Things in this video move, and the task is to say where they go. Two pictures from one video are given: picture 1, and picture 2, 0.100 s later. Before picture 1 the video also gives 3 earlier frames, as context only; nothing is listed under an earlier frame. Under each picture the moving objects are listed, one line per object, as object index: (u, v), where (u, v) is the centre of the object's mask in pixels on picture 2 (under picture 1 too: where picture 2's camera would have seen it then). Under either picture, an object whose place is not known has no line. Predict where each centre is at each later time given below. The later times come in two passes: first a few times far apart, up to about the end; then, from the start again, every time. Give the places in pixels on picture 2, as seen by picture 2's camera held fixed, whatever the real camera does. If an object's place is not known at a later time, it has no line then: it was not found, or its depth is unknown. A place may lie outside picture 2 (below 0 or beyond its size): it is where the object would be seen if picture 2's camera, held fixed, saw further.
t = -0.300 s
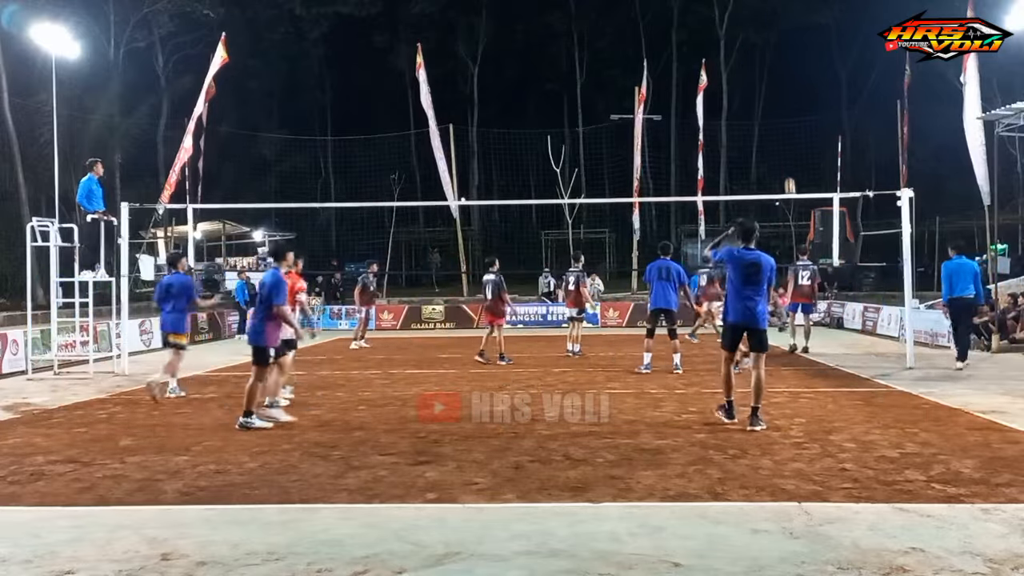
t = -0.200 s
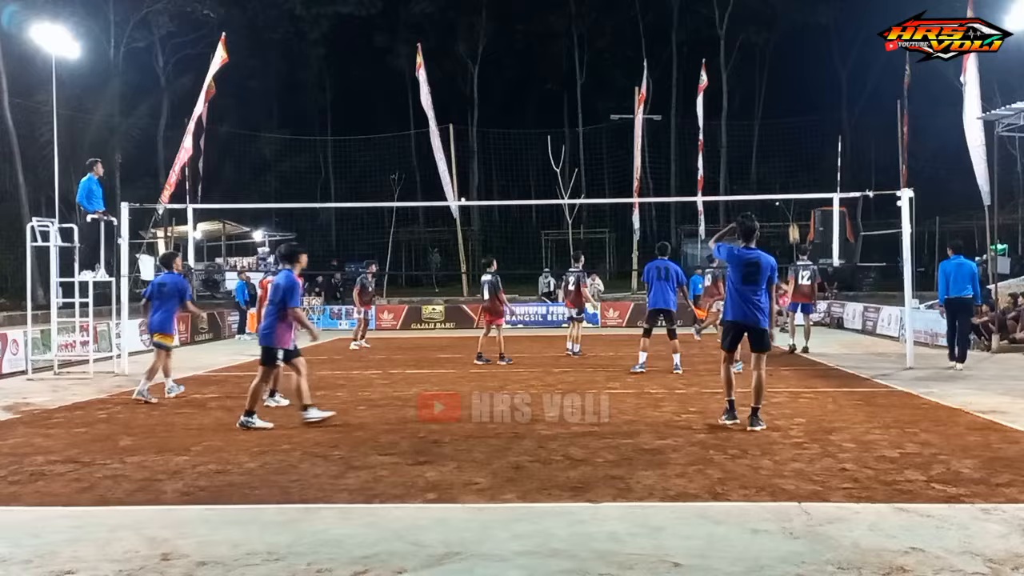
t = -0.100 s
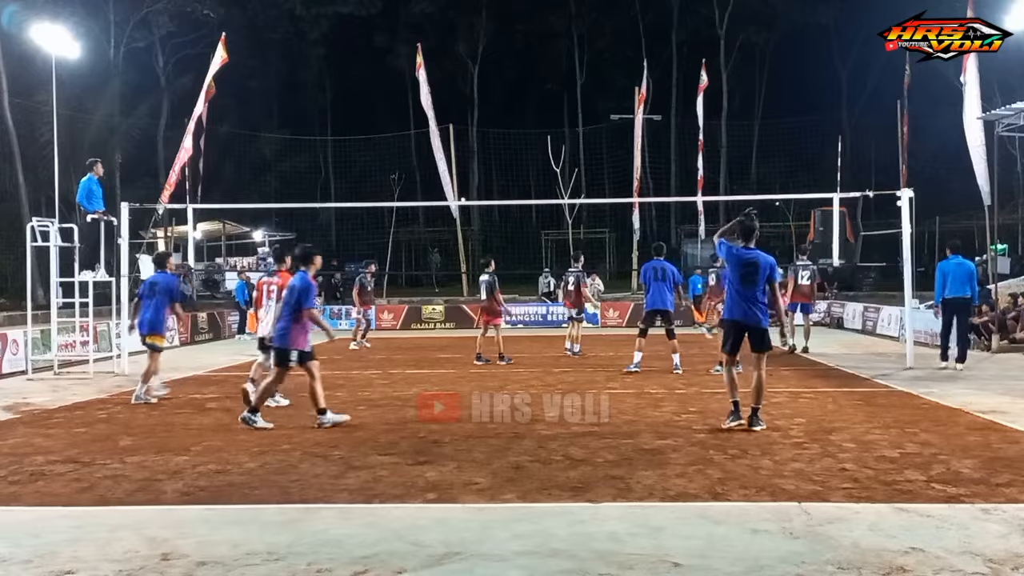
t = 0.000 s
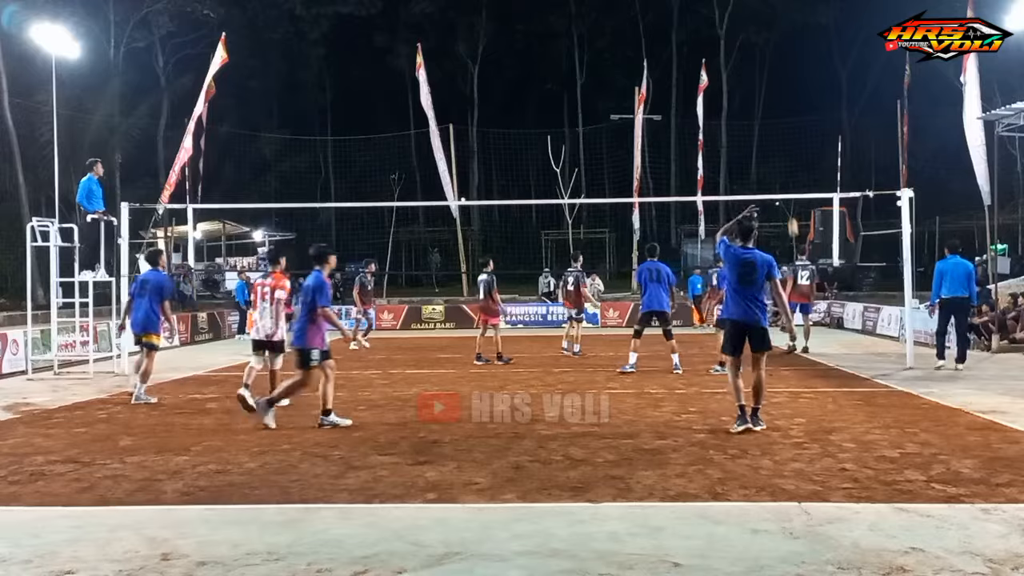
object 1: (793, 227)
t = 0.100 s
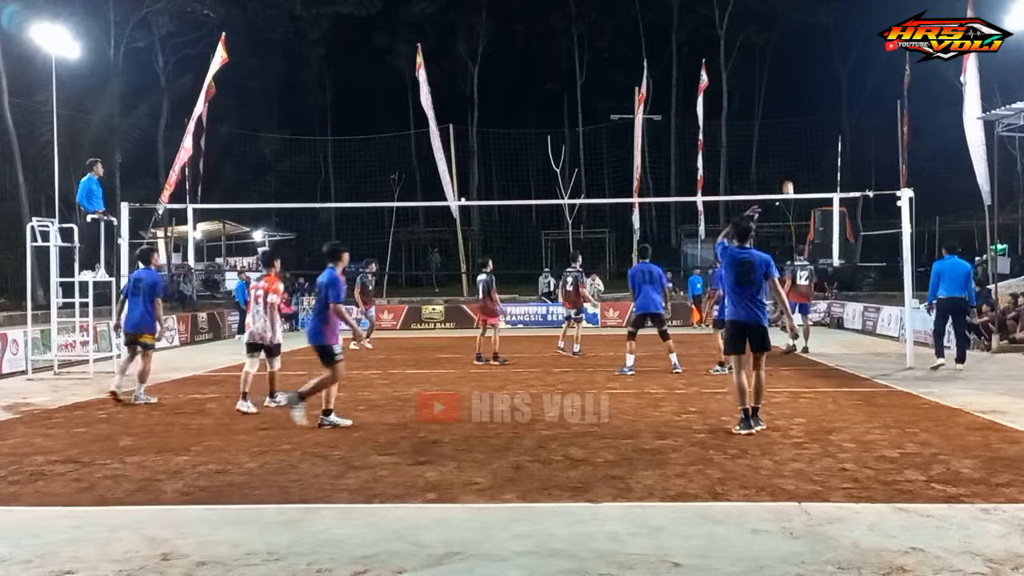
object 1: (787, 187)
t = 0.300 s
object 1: (778, 124)
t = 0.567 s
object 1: (765, 63)
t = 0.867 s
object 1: (749, 31)
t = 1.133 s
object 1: (734, 43)
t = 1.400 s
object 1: (719, 98)
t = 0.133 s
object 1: (786, 178)
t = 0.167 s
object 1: (784, 166)
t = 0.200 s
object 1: (783, 155)
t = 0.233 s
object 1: (781, 144)
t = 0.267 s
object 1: (779, 134)
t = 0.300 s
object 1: (778, 124)
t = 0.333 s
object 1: (776, 115)
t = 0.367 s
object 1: (774, 106)
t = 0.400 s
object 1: (773, 97)
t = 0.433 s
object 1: (771, 89)
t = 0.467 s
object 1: (769, 82)
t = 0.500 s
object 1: (768, 75)
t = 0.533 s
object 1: (766, 69)
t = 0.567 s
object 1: (765, 63)
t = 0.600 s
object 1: (763, 57)
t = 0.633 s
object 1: (762, 52)
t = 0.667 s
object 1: (760, 47)
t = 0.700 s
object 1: (758, 43)
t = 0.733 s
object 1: (756, 39)
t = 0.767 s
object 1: (755, 36)
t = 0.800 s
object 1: (753, 34)
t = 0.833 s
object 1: (751, 32)
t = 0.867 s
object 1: (749, 31)
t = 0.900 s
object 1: (747, 30)
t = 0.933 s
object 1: (746, 30)
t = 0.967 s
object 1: (744, 31)
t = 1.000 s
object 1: (742, 32)
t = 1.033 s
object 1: (740, 34)
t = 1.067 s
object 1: (738, 36)
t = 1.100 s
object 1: (736, 39)
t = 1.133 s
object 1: (734, 43)
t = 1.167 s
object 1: (733, 47)
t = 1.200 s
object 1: (731, 52)
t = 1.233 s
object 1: (729, 58)
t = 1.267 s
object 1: (727, 65)
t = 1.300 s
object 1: (725, 72)
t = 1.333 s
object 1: (723, 80)
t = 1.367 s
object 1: (721, 88)
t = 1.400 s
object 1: (719, 98)
